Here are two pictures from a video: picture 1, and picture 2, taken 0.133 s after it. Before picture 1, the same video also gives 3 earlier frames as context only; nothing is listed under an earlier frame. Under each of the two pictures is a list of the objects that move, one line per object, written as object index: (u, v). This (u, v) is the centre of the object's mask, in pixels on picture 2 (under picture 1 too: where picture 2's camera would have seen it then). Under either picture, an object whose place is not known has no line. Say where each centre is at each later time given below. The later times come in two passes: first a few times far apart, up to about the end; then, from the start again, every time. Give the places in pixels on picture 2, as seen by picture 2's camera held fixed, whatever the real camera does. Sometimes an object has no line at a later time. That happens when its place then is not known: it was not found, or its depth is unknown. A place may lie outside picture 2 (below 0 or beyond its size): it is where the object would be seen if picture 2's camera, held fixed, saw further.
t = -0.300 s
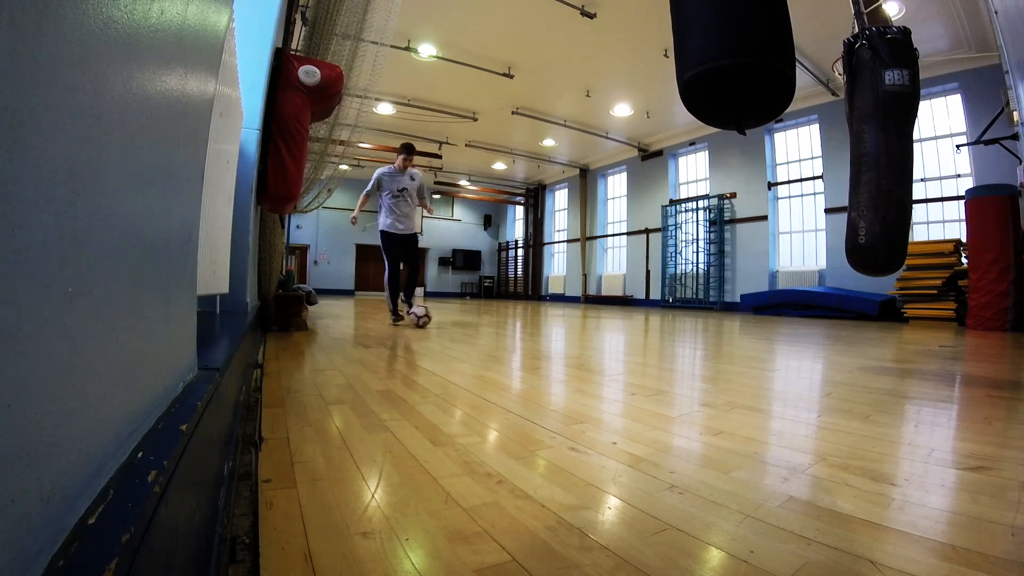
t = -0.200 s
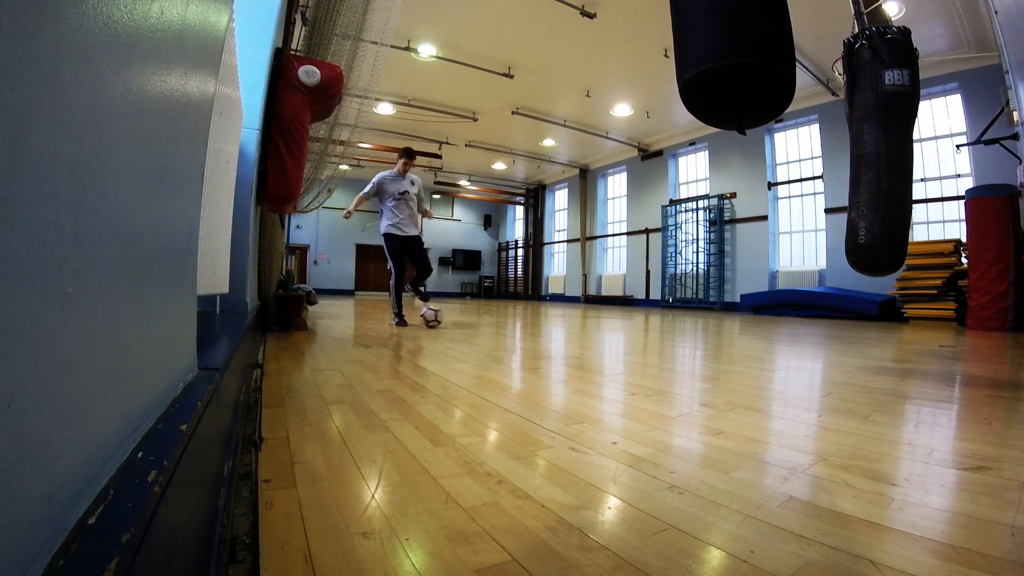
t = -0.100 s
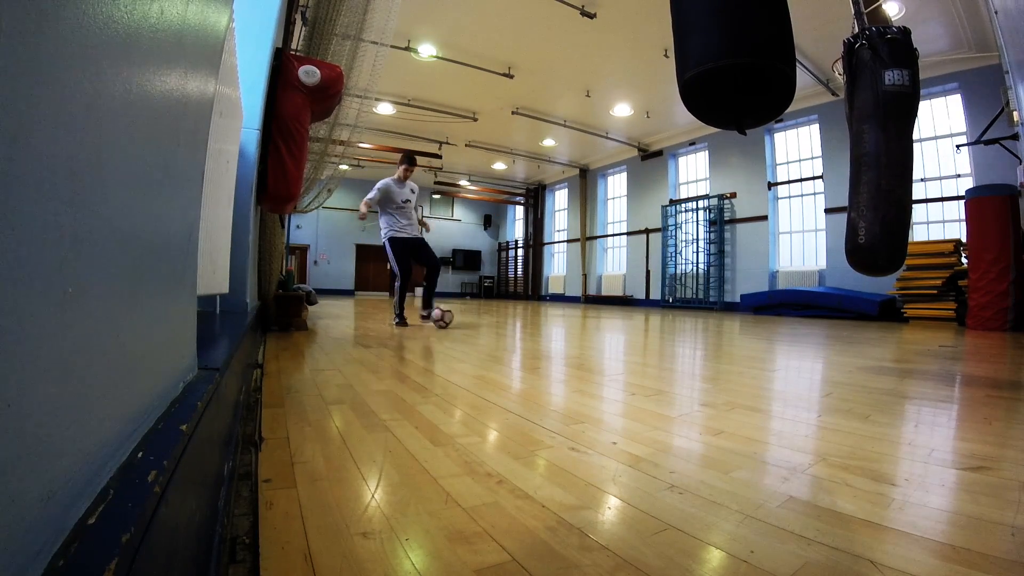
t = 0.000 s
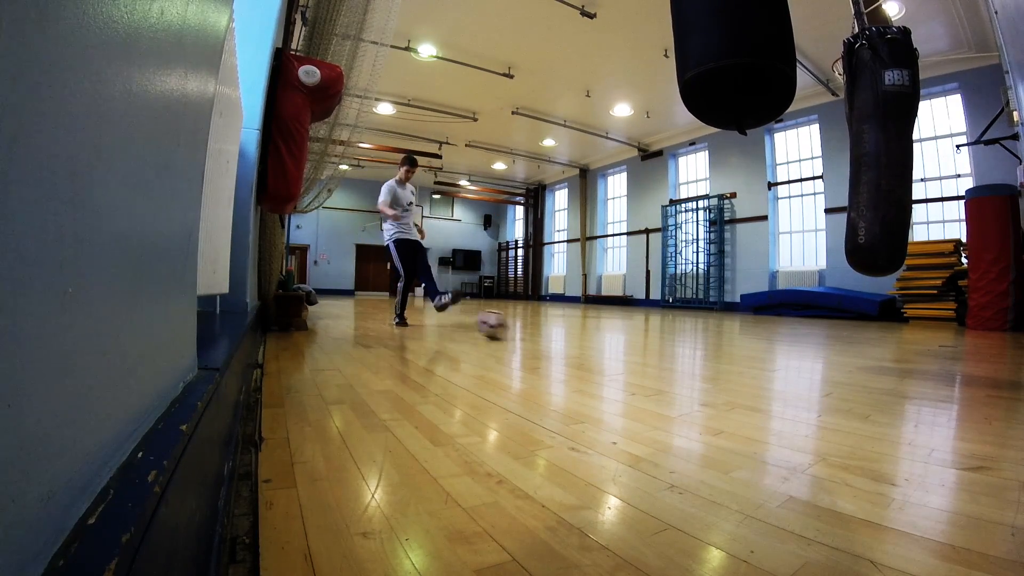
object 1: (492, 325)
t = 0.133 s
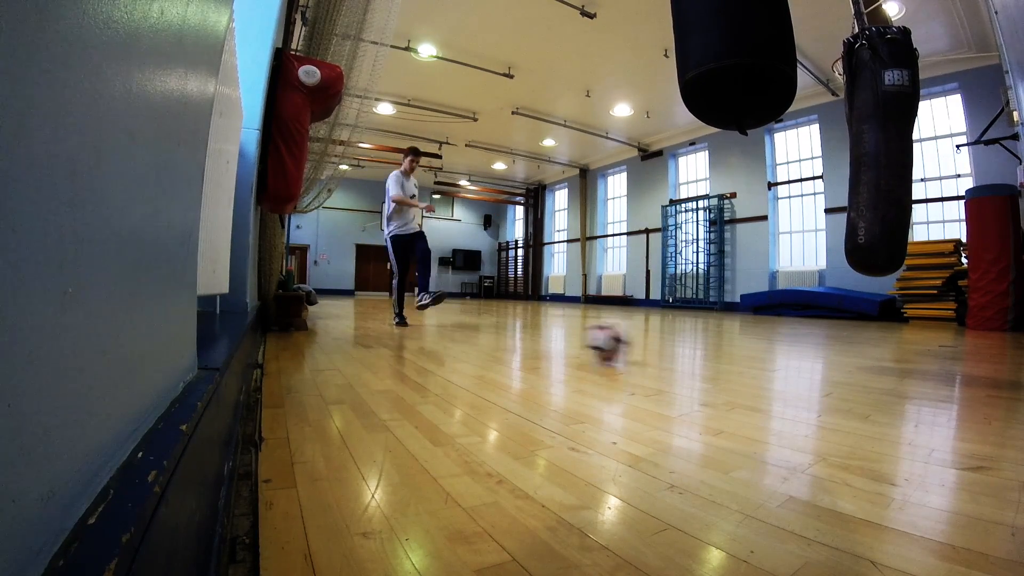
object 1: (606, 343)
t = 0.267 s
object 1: (823, 377)
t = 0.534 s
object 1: (740, 361)
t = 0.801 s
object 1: (568, 329)
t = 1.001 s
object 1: (512, 324)
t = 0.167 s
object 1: (649, 350)
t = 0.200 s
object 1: (700, 359)
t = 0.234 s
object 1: (752, 364)
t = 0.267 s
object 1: (823, 377)
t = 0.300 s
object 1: (896, 384)
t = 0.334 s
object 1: (973, 394)
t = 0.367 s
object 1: (1002, 392)
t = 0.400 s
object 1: (954, 378)
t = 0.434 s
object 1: (892, 368)
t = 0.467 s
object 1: (835, 363)
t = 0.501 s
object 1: (781, 361)
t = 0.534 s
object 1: (740, 361)
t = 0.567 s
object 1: (709, 352)
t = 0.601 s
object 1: (679, 344)
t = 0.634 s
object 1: (653, 342)
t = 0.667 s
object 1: (631, 340)
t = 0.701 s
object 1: (610, 340)
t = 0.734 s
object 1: (595, 335)
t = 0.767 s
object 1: (581, 331)
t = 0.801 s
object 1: (568, 329)
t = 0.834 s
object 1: (556, 329)
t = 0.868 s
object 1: (544, 329)
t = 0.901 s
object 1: (535, 326)
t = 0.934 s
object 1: (527, 325)
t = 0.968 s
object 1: (519, 324)
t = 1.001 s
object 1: (512, 324)
